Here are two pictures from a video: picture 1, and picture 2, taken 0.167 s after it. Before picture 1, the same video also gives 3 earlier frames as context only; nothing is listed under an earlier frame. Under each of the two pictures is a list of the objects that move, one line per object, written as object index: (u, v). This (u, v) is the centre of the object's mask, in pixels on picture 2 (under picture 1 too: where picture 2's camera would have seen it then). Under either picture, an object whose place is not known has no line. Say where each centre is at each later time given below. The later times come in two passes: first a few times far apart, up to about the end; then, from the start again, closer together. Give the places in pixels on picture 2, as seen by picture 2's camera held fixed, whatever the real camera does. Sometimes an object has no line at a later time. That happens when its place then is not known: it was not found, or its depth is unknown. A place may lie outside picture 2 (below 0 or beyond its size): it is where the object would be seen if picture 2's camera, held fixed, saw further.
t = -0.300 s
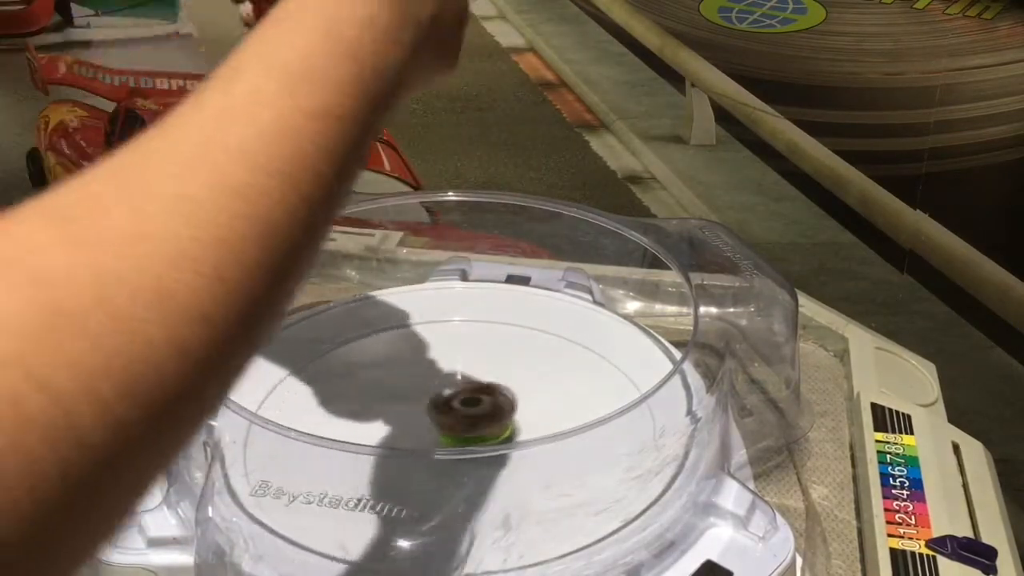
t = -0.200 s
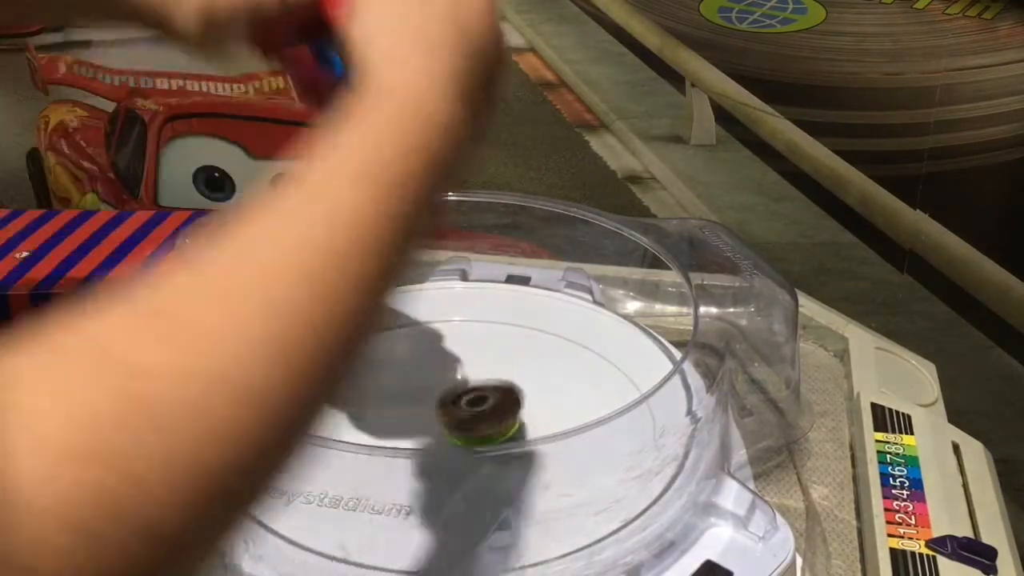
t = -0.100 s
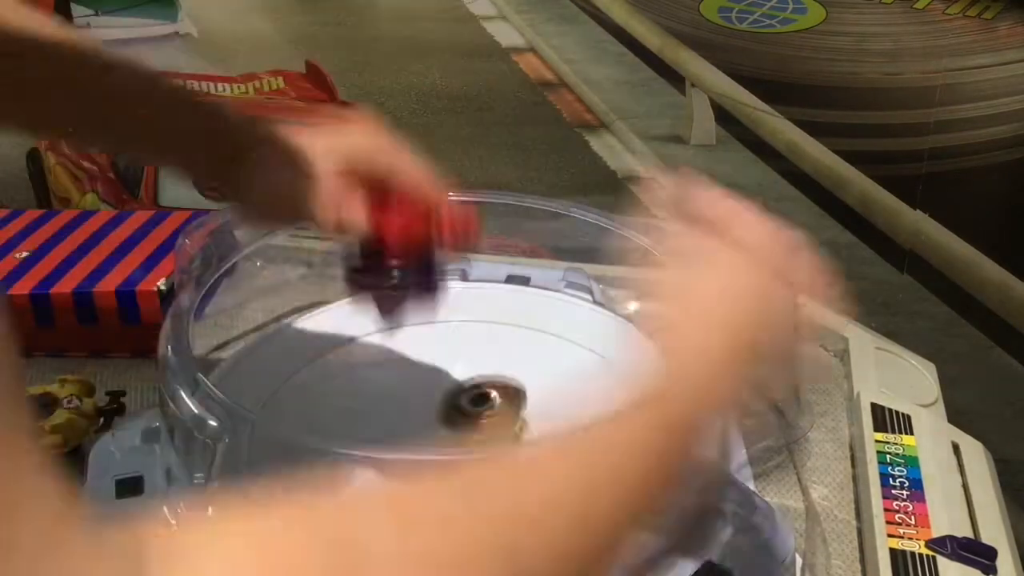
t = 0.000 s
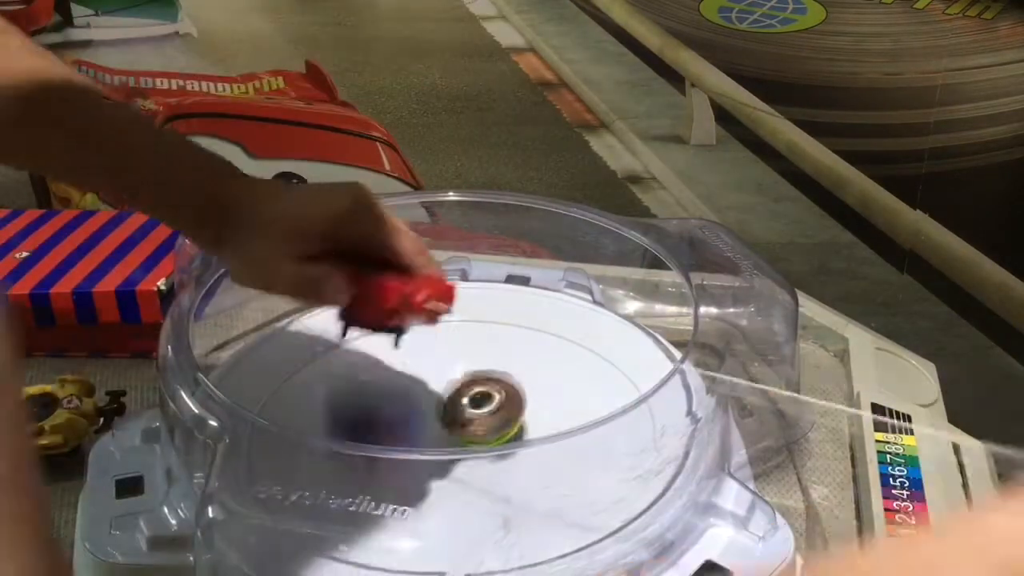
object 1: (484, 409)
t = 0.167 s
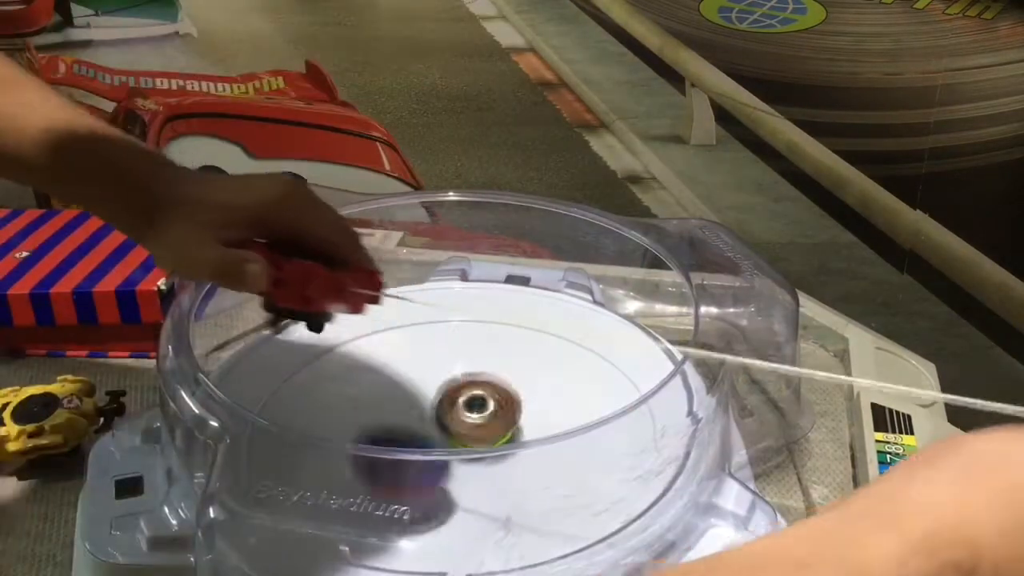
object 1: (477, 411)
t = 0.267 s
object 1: (479, 412)
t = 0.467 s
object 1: (490, 386)
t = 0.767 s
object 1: (477, 407)
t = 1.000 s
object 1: (471, 426)
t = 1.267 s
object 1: (600, 438)
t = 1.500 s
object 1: (601, 419)
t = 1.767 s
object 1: (623, 419)
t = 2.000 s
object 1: (608, 460)
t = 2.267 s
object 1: (532, 466)
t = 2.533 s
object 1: (509, 465)
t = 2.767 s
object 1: (482, 454)
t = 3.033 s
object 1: (472, 486)
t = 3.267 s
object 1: (473, 473)
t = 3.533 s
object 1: (439, 459)
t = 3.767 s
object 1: (419, 454)
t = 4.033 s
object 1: (374, 451)
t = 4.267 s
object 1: (398, 448)
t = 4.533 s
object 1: (417, 439)
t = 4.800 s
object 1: (418, 418)
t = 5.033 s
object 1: (405, 413)
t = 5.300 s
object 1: (399, 409)
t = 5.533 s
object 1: (408, 408)
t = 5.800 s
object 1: (430, 387)
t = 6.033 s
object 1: (439, 377)
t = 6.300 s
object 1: (445, 386)
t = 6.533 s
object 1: (451, 384)
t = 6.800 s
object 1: (456, 388)
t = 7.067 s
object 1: (469, 389)
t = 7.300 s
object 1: (482, 383)
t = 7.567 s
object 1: (486, 377)
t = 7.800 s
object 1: (483, 382)
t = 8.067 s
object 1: (480, 388)
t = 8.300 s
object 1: (493, 390)
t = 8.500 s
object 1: (498, 395)
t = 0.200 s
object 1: (477, 412)
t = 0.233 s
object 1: (475, 412)
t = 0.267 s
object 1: (479, 412)
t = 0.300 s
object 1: (486, 404)
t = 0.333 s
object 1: (492, 400)
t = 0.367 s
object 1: (495, 392)
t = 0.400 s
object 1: (497, 391)
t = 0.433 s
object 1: (498, 390)
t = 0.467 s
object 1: (490, 386)
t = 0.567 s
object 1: (494, 394)
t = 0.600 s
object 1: (491, 393)
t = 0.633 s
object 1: (489, 393)
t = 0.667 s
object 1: (487, 396)
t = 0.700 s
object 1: (484, 400)
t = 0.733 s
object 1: (480, 402)
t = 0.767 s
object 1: (477, 407)
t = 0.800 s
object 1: (472, 408)
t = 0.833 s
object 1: (470, 412)
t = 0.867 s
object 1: (466, 415)
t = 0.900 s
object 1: (463, 416)
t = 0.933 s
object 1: (462, 419)
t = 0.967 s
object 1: (461, 421)
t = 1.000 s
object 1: (471, 426)
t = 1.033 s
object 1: (497, 435)
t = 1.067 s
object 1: (517, 439)
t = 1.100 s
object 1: (537, 449)
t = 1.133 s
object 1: (552, 445)
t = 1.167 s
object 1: (567, 445)
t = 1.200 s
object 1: (579, 443)
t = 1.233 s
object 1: (590, 441)
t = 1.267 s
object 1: (600, 438)
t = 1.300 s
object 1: (608, 436)
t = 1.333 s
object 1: (612, 433)
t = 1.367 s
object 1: (614, 429)
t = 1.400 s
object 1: (614, 427)
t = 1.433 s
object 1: (612, 423)
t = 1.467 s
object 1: (608, 424)
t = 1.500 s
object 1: (601, 419)
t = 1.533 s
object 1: (594, 417)
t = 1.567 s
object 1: (584, 414)
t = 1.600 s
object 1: (573, 414)
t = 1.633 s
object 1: (559, 411)
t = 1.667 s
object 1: (546, 411)
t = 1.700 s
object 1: (565, 412)
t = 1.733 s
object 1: (595, 413)
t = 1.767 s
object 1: (623, 419)
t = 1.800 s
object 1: (644, 422)
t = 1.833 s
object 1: (649, 422)
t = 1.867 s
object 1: (650, 439)
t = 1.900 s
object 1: (646, 439)
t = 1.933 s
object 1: (640, 448)
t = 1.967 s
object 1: (624, 456)
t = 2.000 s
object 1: (608, 460)
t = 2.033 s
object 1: (590, 463)
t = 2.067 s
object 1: (573, 462)
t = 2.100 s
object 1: (556, 462)
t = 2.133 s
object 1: (541, 461)
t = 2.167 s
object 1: (527, 459)
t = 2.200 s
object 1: (523, 459)
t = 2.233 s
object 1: (527, 462)
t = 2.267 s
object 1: (532, 466)
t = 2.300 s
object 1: (532, 468)
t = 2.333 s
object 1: (528, 469)
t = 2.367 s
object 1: (526, 470)
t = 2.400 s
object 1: (522, 469)
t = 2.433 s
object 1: (519, 469)
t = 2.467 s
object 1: (515, 468)
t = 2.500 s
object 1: (513, 467)
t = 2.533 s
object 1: (509, 465)
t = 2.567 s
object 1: (505, 465)
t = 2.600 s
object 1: (501, 463)
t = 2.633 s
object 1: (497, 461)
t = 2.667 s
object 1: (493, 458)
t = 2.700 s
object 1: (489, 456)
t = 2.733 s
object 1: (485, 455)
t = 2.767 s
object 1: (482, 454)
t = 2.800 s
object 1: (477, 453)
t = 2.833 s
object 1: (478, 458)
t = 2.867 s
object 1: (480, 465)
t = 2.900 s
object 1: (481, 481)
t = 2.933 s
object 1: (479, 482)
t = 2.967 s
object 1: (475, 483)
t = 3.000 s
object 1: (472, 485)
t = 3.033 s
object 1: (472, 486)
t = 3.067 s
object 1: (471, 484)
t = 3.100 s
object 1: (471, 484)
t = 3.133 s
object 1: (471, 483)
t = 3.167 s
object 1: (471, 482)
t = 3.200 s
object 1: (471, 482)
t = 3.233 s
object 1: (471, 481)
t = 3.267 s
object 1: (473, 473)
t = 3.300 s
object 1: (471, 467)
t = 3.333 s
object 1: (470, 464)
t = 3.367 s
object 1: (469, 461)
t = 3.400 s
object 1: (466, 459)
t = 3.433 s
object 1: (459, 461)
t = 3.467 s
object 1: (451, 461)
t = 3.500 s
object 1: (445, 461)
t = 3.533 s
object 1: (439, 459)
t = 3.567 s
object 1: (435, 459)
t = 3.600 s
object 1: (432, 456)
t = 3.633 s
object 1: (429, 456)
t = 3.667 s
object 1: (425, 455)
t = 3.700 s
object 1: (422, 458)
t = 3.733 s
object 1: (420, 454)
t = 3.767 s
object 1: (419, 454)
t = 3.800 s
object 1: (417, 453)
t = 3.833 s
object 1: (408, 455)
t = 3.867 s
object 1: (396, 455)
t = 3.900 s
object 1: (387, 456)
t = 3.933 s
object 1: (379, 454)
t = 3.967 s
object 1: (375, 453)
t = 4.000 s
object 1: (374, 452)
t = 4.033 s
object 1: (374, 451)
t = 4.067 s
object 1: (375, 451)
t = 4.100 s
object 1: (376, 450)
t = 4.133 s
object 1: (379, 449)
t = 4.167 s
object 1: (383, 449)
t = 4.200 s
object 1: (388, 449)
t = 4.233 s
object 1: (393, 449)
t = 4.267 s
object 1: (398, 448)
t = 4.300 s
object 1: (404, 448)
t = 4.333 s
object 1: (407, 447)
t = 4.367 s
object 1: (408, 447)
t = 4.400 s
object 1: (410, 446)
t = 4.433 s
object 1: (413, 444)
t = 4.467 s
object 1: (415, 442)
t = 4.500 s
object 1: (416, 440)
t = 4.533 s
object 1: (417, 439)
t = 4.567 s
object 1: (418, 437)
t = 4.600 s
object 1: (421, 433)
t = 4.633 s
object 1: (421, 431)
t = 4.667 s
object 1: (422, 423)
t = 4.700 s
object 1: (421, 422)
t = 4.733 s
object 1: (421, 420)
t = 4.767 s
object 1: (420, 419)
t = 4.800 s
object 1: (418, 418)
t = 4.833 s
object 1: (417, 418)
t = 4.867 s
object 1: (415, 416)
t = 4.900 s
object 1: (414, 416)
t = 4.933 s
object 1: (410, 415)
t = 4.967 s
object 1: (408, 414)
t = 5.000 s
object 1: (406, 414)
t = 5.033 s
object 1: (405, 413)
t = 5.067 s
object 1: (404, 413)
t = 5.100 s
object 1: (403, 413)
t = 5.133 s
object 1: (402, 413)
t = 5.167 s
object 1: (401, 413)
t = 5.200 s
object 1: (400, 413)
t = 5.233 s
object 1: (399, 410)
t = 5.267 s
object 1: (398, 409)
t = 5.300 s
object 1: (399, 409)
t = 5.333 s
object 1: (400, 409)
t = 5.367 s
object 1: (401, 409)
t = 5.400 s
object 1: (402, 409)
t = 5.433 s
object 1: (403, 410)
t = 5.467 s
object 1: (405, 410)
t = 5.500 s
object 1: (407, 410)
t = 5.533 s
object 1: (408, 408)
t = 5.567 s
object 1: (408, 400)
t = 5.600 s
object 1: (411, 393)
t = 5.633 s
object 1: (414, 389)
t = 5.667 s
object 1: (418, 387)
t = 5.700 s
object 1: (421, 386)
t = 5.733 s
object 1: (425, 386)
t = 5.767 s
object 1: (428, 386)
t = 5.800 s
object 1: (430, 387)
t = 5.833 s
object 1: (433, 388)
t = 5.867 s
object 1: (433, 388)
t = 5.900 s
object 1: (434, 388)
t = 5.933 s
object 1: (435, 388)
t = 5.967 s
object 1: (436, 386)
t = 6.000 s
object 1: (437, 380)
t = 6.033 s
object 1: (439, 377)
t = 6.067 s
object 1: (442, 376)
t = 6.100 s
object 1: (444, 375)
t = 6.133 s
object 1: (445, 376)
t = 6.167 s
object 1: (445, 378)
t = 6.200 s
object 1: (445, 379)
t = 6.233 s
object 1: (445, 382)
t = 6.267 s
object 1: (445, 384)
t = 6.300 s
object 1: (445, 386)
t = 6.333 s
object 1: (445, 387)
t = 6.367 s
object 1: (444, 388)
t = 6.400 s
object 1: (443, 387)
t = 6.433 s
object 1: (445, 385)
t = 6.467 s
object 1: (446, 383)
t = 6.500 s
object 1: (448, 384)
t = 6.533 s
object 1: (451, 384)
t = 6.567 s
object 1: (452, 386)
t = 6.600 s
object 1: (453, 387)
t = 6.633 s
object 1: (453, 388)
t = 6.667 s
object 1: (453, 389)
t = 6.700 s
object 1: (454, 390)
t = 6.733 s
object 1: (454, 390)
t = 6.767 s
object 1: (454, 388)
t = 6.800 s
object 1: (456, 388)
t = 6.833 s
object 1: (458, 388)
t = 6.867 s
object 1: (459, 389)
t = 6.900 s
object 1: (460, 389)
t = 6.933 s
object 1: (462, 388)
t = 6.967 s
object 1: (464, 388)
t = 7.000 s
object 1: (465, 388)
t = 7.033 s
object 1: (467, 389)
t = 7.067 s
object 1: (469, 389)
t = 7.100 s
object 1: (471, 387)
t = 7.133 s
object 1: (474, 385)
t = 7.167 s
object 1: (478, 384)
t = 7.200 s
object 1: (480, 384)
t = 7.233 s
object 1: (481, 383)
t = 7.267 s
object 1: (482, 383)
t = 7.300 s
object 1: (482, 383)
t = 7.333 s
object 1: (483, 384)
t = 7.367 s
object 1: (482, 385)
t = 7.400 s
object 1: (481, 386)
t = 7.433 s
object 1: (481, 387)
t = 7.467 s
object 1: (481, 387)
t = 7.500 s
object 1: (482, 387)
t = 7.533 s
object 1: (484, 382)
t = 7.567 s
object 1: (486, 377)
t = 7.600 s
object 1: (488, 375)
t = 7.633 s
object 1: (489, 376)
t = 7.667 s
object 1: (490, 376)
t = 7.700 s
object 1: (489, 377)
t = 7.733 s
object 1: (487, 378)
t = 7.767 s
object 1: (486, 380)
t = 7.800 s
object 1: (483, 382)
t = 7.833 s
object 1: (482, 384)
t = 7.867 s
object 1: (480, 384)
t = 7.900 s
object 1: (479, 386)
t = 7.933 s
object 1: (479, 384)
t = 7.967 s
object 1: (479, 384)
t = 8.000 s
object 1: (479, 385)
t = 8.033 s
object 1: (479, 386)
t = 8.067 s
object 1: (480, 388)
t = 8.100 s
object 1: (479, 389)
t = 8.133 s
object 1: (479, 391)
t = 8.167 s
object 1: (479, 392)
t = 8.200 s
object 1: (483, 392)
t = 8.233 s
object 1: (488, 389)
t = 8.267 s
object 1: (491, 389)
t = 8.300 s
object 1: (493, 390)
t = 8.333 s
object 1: (495, 390)
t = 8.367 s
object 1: (496, 391)
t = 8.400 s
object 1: (496, 392)
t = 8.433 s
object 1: (497, 393)
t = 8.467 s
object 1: (497, 394)
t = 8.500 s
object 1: (498, 395)
